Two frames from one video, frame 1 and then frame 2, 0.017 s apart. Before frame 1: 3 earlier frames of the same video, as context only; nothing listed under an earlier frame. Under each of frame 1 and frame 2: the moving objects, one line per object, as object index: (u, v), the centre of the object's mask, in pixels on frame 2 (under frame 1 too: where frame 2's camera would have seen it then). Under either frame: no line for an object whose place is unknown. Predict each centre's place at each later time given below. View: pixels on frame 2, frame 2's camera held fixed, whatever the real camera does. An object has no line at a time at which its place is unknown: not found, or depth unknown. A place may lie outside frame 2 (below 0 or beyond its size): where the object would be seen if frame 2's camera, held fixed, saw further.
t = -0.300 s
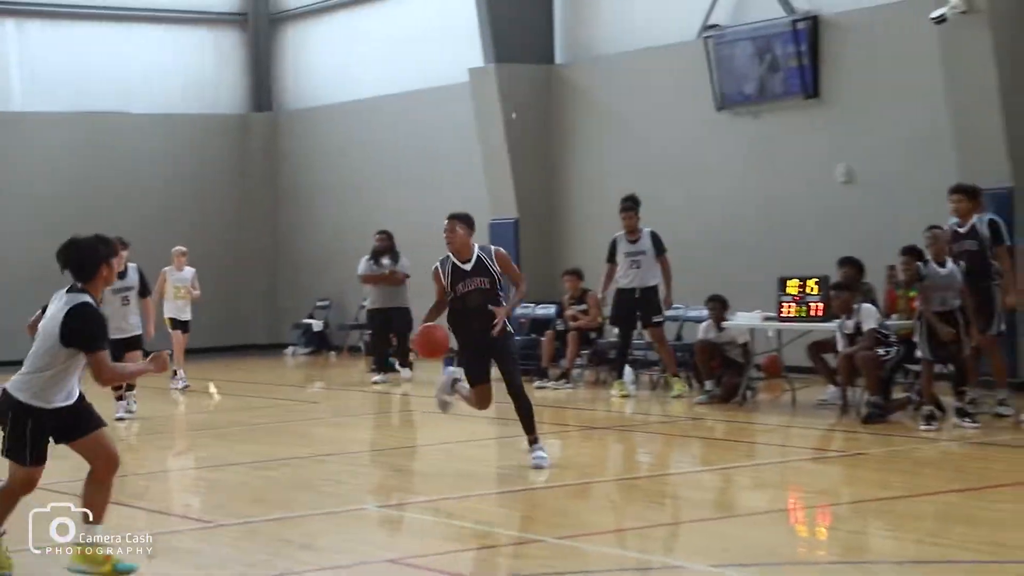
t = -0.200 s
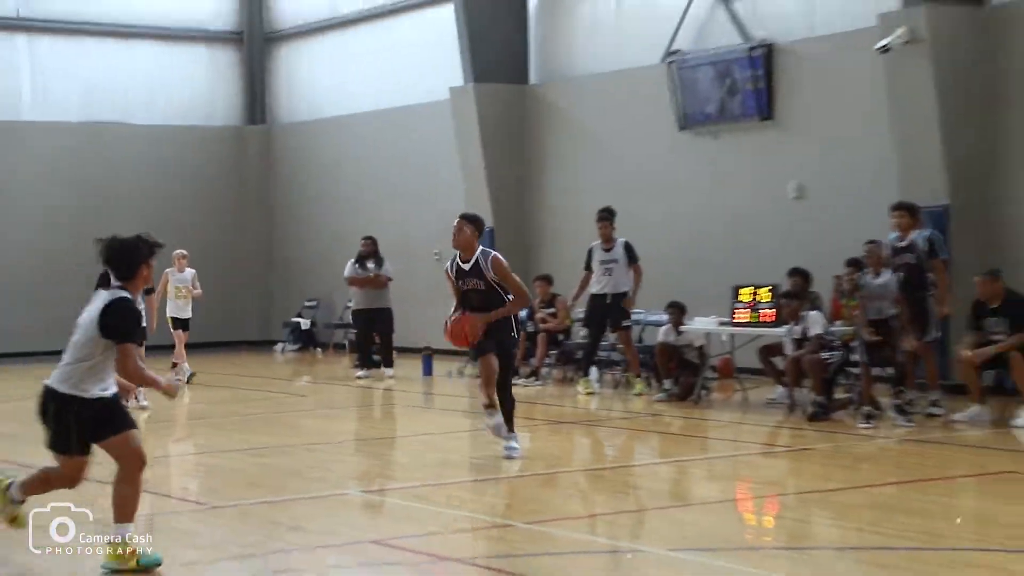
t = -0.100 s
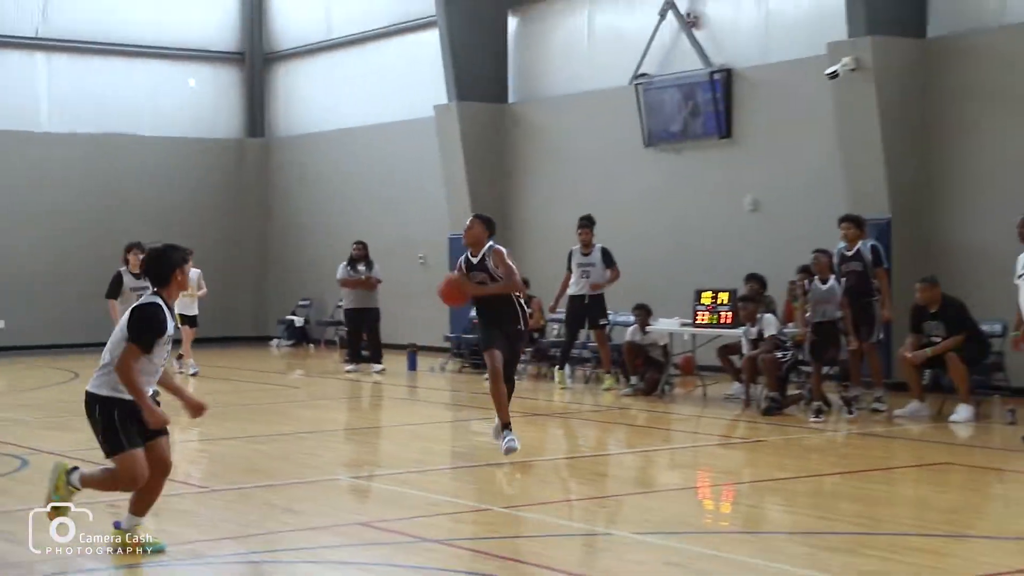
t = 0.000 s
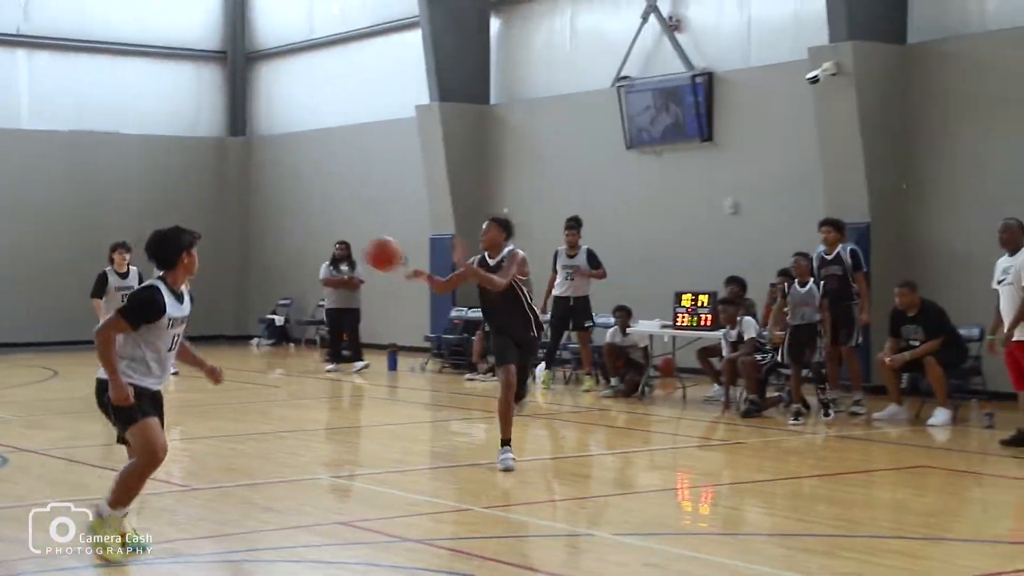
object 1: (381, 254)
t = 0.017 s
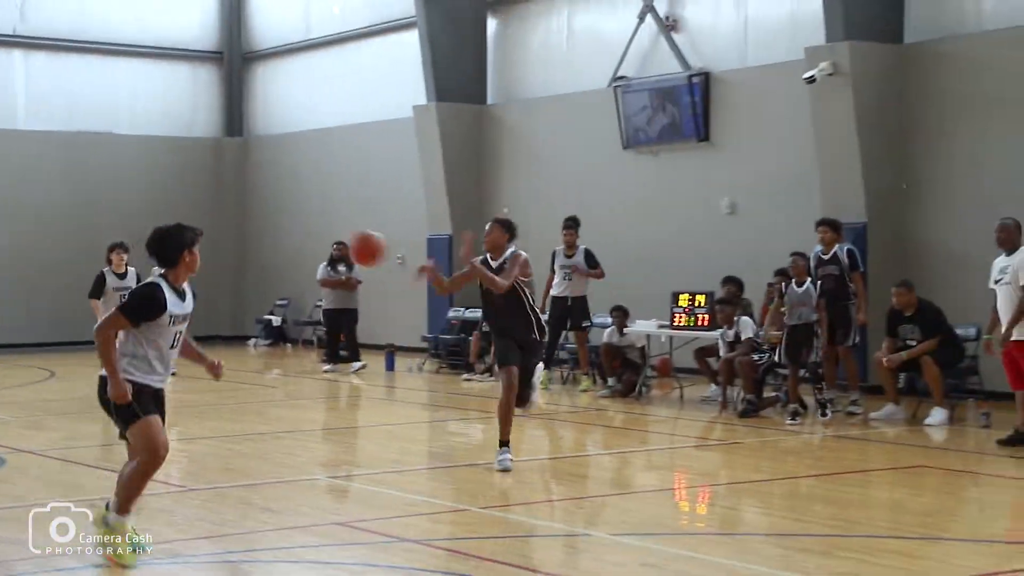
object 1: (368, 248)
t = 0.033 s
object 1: (352, 243)
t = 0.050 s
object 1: (336, 237)
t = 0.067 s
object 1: (319, 231)
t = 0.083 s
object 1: (303, 226)
